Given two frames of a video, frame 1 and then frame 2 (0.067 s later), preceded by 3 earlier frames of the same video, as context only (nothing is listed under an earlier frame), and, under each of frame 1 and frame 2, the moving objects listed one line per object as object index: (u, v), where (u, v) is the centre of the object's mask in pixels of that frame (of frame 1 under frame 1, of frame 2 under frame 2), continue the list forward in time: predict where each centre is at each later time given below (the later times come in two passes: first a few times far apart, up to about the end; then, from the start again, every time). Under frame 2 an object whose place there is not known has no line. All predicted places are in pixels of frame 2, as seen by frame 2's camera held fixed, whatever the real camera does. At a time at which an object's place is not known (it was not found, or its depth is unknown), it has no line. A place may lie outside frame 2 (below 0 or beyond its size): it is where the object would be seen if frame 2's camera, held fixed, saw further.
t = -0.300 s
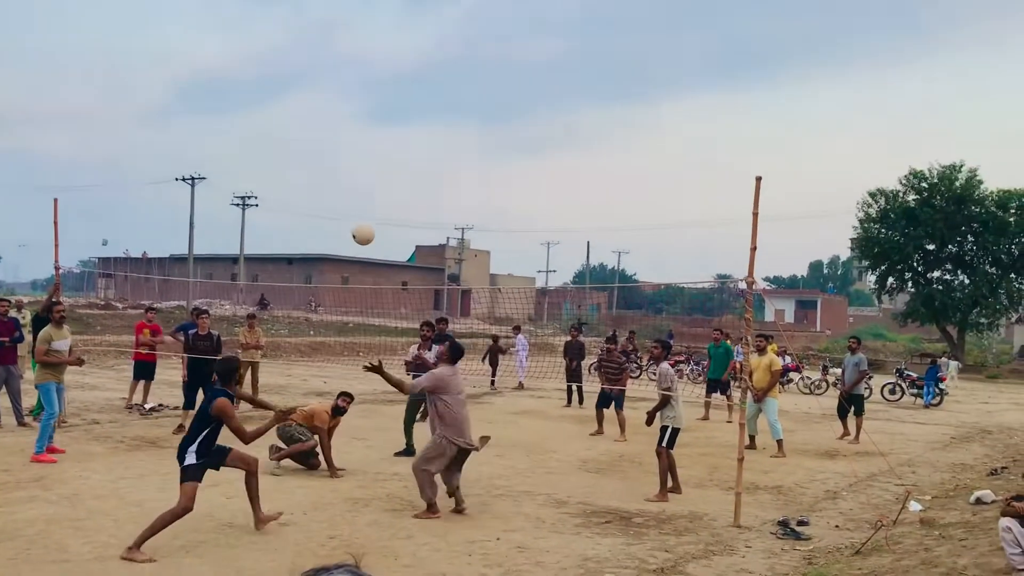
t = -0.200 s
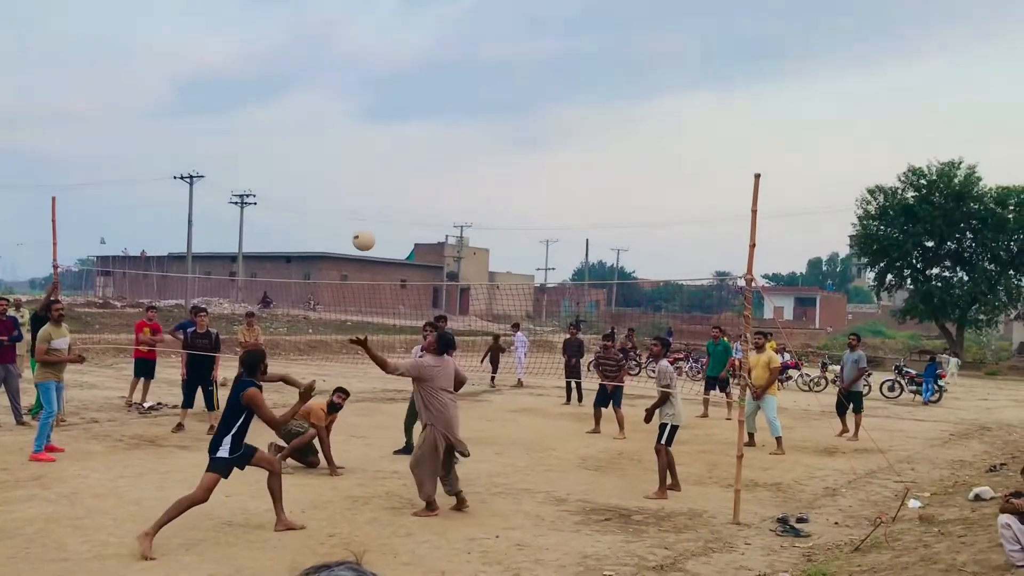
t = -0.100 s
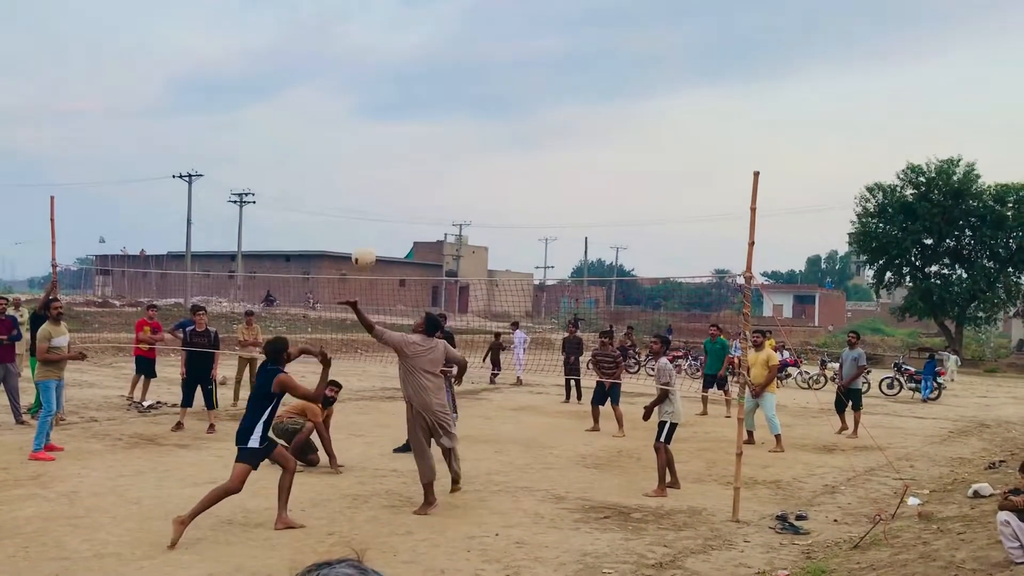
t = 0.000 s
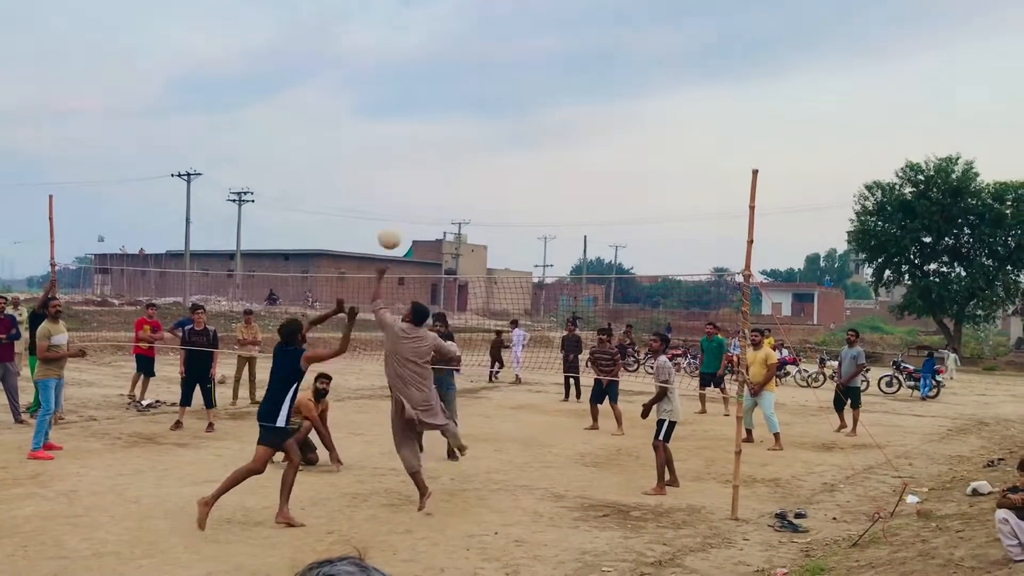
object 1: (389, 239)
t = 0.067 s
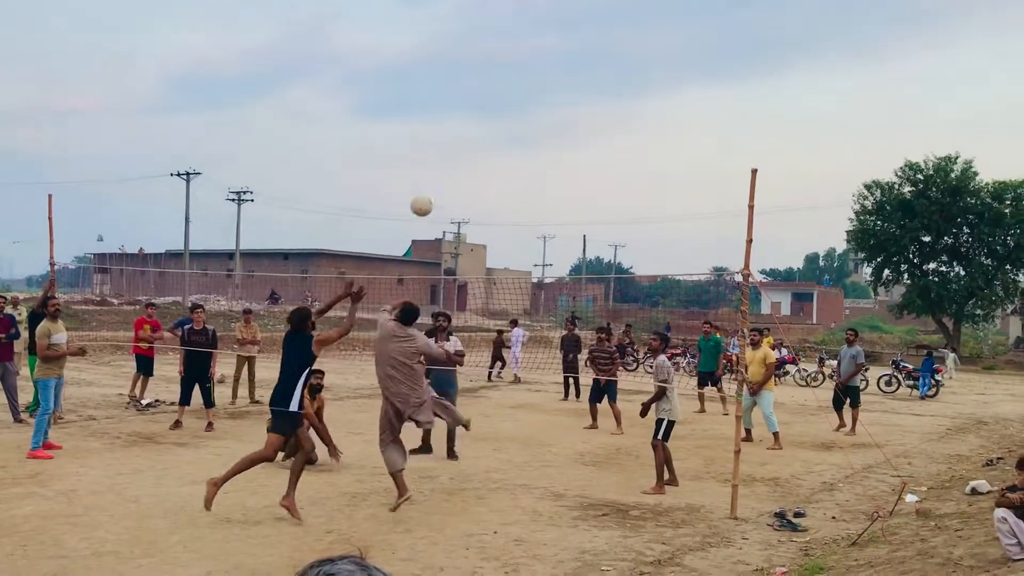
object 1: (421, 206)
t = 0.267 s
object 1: (507, 148)
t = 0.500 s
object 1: (589, 134)
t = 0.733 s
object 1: (656, 167)
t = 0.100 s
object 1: (437, 192)
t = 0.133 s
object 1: (452, 181)
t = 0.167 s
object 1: (466, 170)
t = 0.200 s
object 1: (480, 162)
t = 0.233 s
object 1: (493, 154)
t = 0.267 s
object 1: (507, 148)
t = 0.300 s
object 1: (520, 142)
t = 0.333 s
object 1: (532, 139)
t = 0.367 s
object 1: (544, 135)
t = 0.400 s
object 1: (555, 133)
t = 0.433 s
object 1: (567, 133)
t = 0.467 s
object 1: (578, 132)
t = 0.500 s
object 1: (589, 134)
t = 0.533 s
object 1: (599, 136)
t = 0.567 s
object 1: (609, 139)
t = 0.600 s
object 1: (620, 143)
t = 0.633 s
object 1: (629, 147)
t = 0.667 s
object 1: (638, 153)
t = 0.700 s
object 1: (647, 160)
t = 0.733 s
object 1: (656, 167)
